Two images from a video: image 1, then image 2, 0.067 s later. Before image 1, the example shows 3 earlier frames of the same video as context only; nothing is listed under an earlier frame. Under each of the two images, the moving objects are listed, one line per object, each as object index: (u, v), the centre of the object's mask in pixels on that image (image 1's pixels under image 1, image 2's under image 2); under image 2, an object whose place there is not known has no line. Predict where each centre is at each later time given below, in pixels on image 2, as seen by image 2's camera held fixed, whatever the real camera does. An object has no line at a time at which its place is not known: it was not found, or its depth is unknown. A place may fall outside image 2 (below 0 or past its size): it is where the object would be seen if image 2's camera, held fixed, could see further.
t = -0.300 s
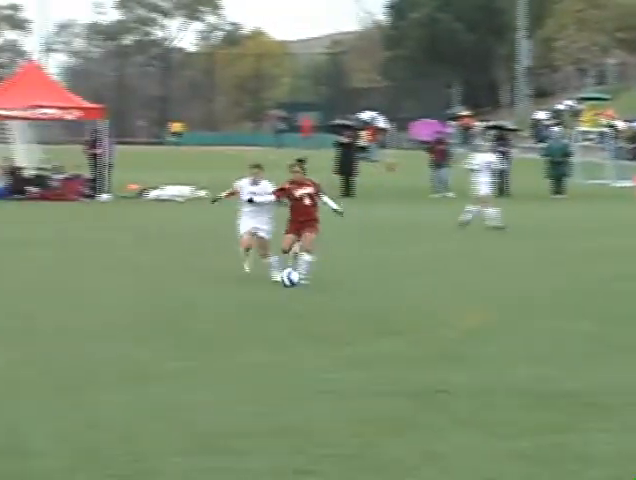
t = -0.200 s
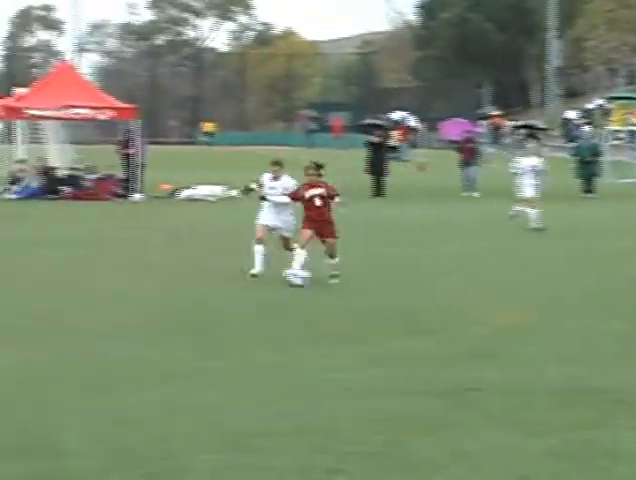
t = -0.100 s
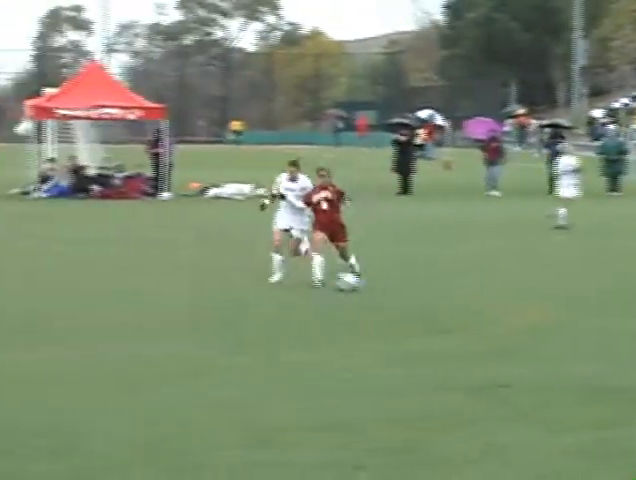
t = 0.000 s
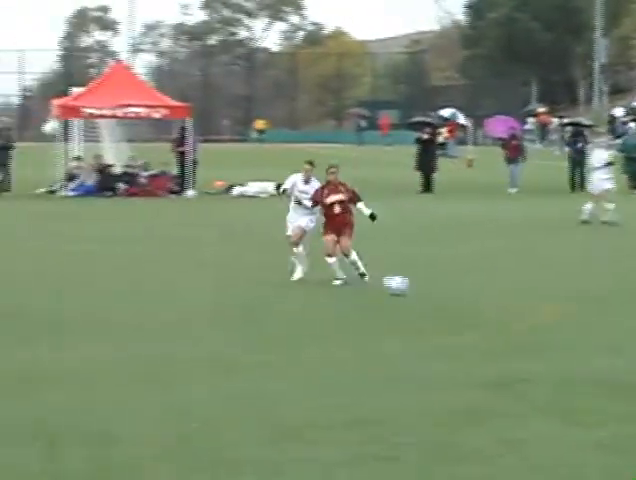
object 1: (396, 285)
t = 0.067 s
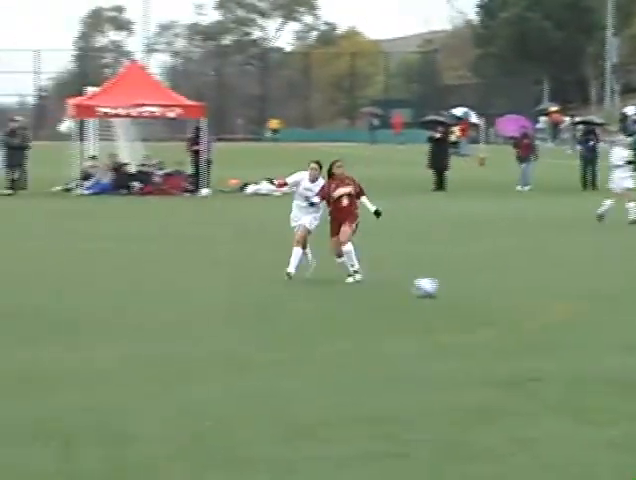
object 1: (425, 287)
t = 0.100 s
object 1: (434, 291)
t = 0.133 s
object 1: (445, 294)
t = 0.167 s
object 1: (456, 296)
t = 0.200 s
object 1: (465, 298)
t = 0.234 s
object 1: (477, 301)
